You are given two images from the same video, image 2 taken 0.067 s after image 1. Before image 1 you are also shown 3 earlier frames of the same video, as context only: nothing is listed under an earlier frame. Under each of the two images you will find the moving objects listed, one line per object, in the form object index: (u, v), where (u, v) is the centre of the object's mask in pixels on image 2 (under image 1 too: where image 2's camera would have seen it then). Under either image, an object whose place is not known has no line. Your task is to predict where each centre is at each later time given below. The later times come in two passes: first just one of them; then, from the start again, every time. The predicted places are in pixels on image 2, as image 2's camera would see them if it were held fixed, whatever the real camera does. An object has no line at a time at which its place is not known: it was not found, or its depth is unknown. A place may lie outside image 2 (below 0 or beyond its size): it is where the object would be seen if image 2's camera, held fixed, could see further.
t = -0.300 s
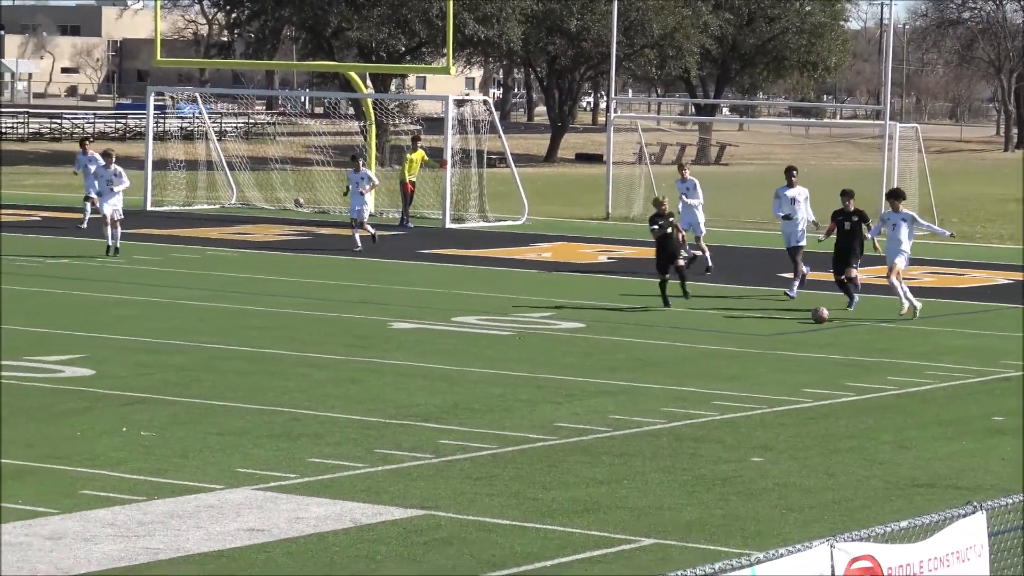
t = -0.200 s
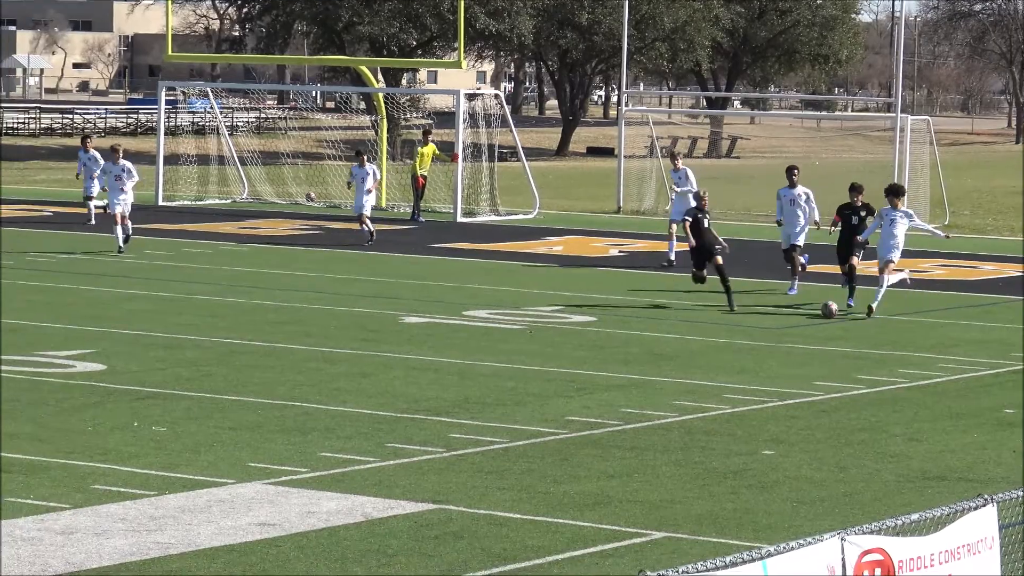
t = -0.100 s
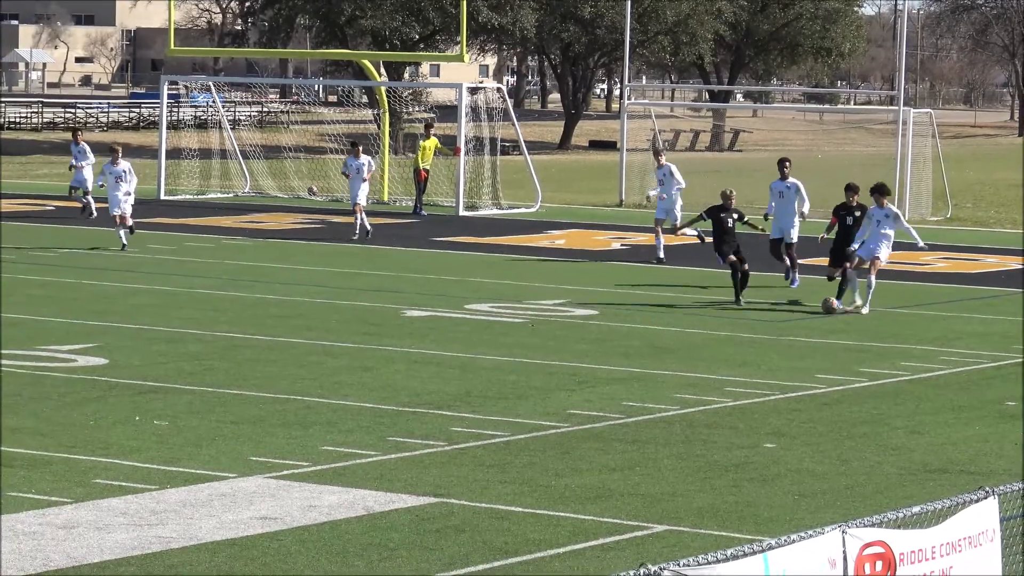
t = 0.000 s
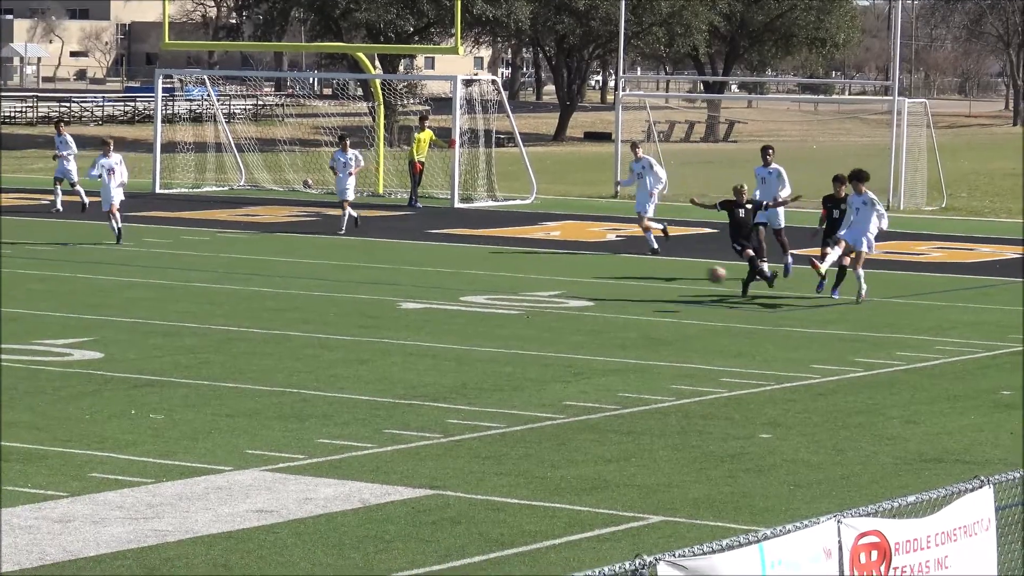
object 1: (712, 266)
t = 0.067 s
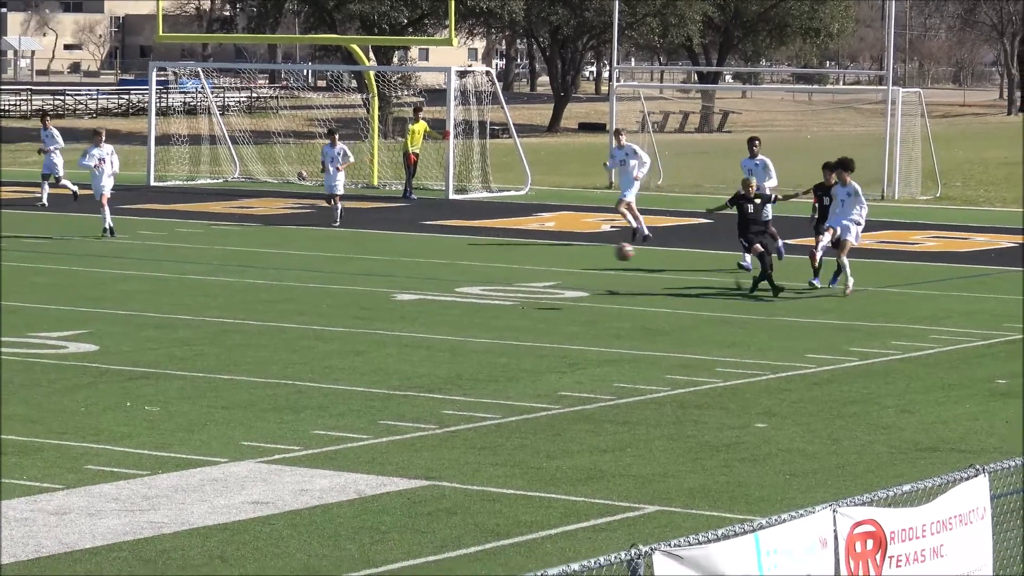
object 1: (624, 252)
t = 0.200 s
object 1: (449, 237)
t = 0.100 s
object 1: (580, 246)
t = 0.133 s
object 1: (535, 241)
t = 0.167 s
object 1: (492, 238)
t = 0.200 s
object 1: (449, 237)
